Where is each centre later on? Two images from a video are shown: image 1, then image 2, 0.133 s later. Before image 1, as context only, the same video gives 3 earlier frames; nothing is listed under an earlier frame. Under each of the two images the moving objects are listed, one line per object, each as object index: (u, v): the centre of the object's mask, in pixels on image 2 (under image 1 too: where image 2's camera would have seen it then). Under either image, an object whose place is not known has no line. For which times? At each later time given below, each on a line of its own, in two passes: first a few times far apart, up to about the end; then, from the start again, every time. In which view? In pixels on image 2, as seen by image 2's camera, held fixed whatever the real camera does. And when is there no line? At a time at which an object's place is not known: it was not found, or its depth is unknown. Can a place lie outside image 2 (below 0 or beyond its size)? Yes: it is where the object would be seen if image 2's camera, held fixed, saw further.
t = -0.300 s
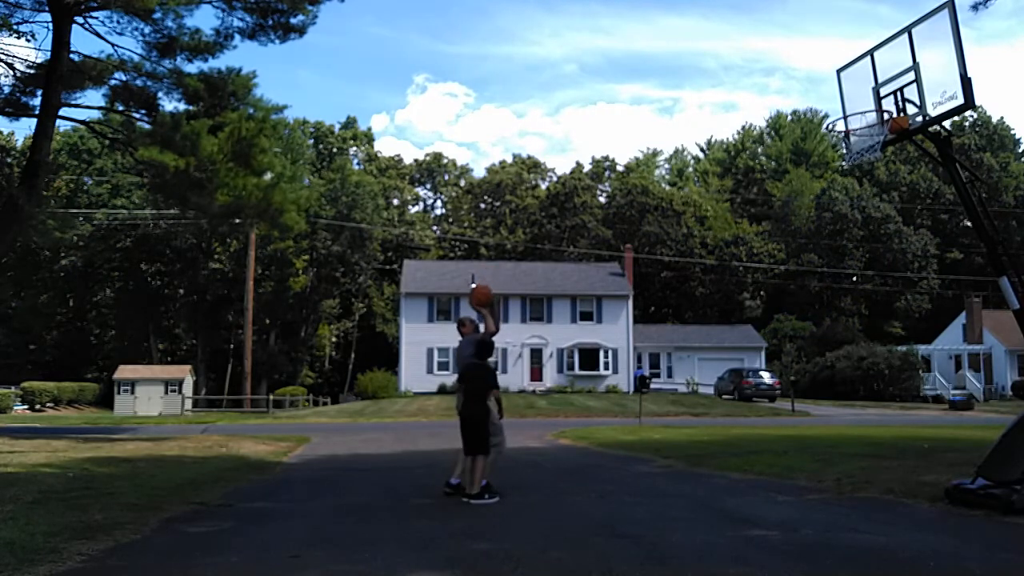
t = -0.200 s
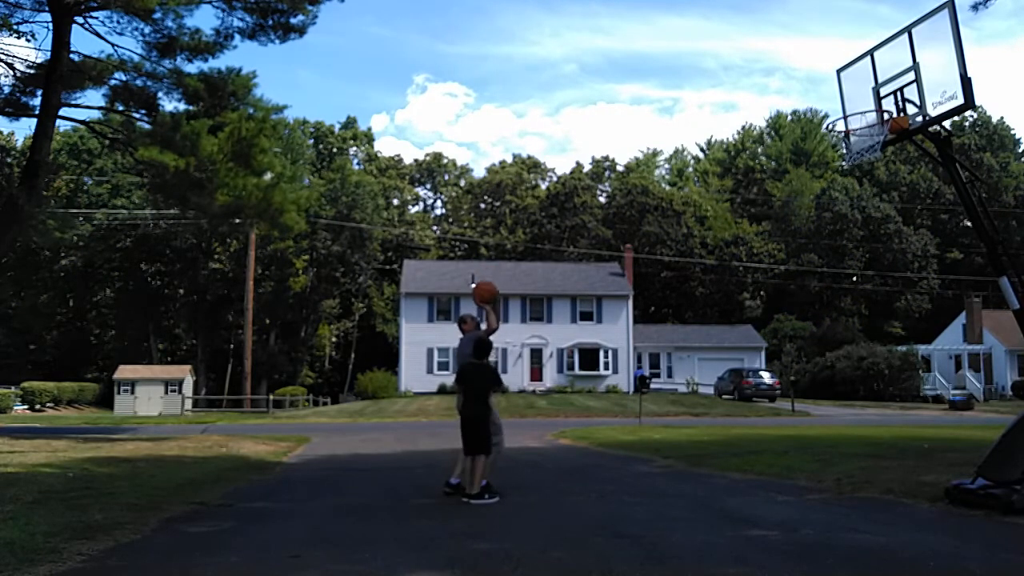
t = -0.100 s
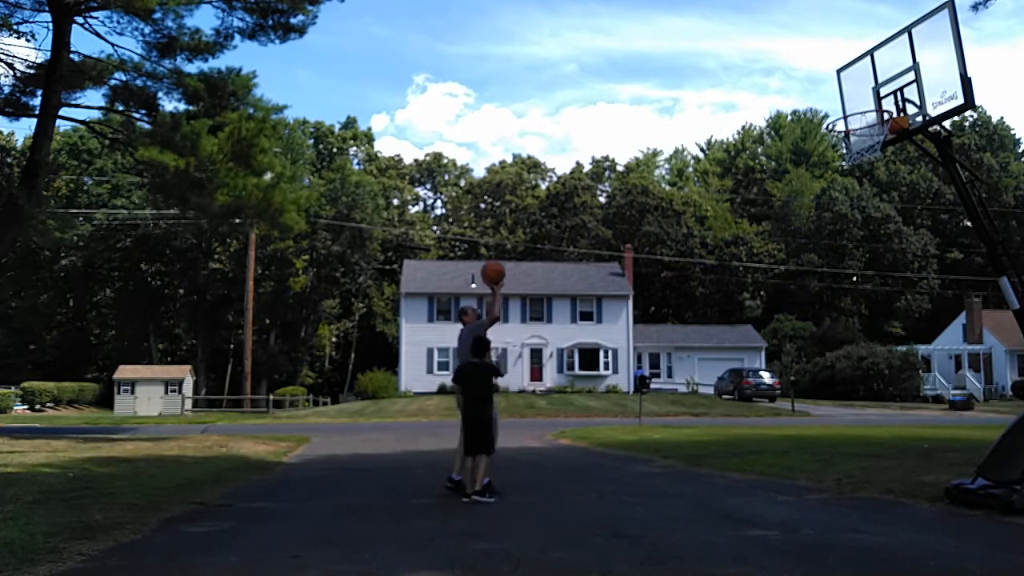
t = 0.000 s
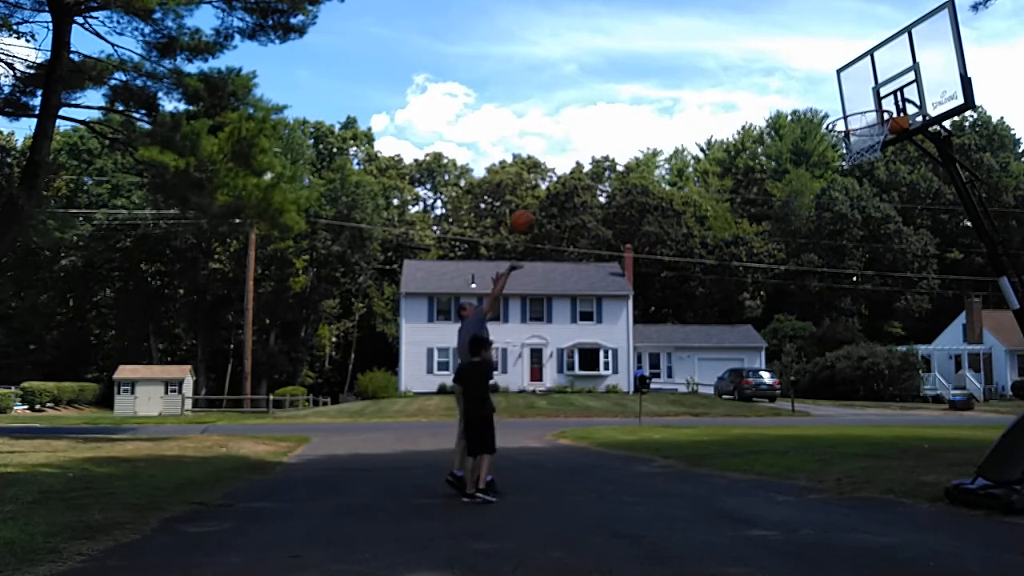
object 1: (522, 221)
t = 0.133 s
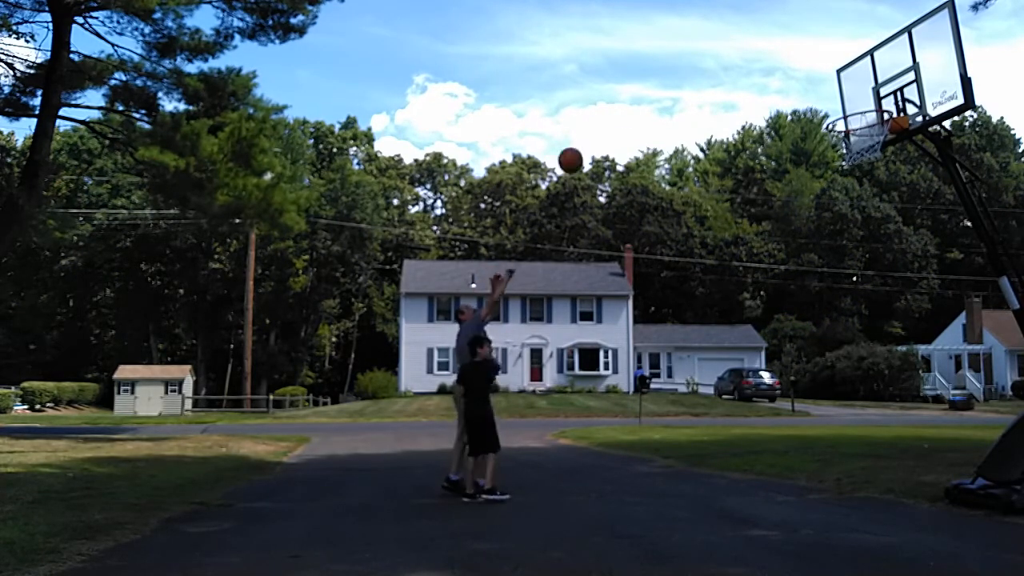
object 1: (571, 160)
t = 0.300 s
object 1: (635, 102)
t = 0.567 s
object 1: (750, 66)
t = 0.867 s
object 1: (877, 92)
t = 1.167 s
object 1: (914, 114)
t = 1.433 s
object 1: (874, 173)
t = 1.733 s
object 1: (832, 357)
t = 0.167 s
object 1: (583, 146)
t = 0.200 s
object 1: (595, 134)
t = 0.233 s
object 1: (608, 123)
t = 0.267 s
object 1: (621, 112)
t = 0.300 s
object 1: (635, 102)
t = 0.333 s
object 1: (648, 94)
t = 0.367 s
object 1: (662, 87)
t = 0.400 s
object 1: (676, 80)
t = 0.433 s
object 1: (690, 75)
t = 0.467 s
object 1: (705, 71)
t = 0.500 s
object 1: (719, 68)
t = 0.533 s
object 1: (735, 67)
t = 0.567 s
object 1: (750, 66)
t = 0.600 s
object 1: (766, 67)
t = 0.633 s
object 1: (782, 69)
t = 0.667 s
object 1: (799, 73)
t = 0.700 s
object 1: (816, 78)
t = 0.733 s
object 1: (834, 84)
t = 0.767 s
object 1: (852, 92)
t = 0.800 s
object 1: (867, 98)
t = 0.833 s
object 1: (872, 95)
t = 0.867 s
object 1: (877, 92)
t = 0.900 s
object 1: (882, 89)
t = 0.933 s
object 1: (888, 89)
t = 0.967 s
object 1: (892, 89)
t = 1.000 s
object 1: (898, 91)
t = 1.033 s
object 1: (904, 95)
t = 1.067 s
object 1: (909, 100)
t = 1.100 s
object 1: (914, 106)
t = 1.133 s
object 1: (919, 113)
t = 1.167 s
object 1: (914, 114)
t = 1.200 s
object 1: (908, 119)
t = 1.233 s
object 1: (905, 121)
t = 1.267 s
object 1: (899, 126)
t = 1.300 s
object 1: (894, 132)
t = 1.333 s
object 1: (889, 139)
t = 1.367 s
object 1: (884, 149)
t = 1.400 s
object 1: (879, 161)
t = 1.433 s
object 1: (874, 173)
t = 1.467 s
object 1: (868, 188)
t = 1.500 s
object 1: (863, 203)
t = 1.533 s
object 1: (858, 221)
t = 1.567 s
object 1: (854, 240)
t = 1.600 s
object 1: (849, 259)
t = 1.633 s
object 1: (845, 281)
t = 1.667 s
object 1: (840, 305)
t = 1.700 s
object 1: (836, 331)
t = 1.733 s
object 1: (832, 357)
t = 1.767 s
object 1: (827, 388)
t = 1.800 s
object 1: (823, 420)
